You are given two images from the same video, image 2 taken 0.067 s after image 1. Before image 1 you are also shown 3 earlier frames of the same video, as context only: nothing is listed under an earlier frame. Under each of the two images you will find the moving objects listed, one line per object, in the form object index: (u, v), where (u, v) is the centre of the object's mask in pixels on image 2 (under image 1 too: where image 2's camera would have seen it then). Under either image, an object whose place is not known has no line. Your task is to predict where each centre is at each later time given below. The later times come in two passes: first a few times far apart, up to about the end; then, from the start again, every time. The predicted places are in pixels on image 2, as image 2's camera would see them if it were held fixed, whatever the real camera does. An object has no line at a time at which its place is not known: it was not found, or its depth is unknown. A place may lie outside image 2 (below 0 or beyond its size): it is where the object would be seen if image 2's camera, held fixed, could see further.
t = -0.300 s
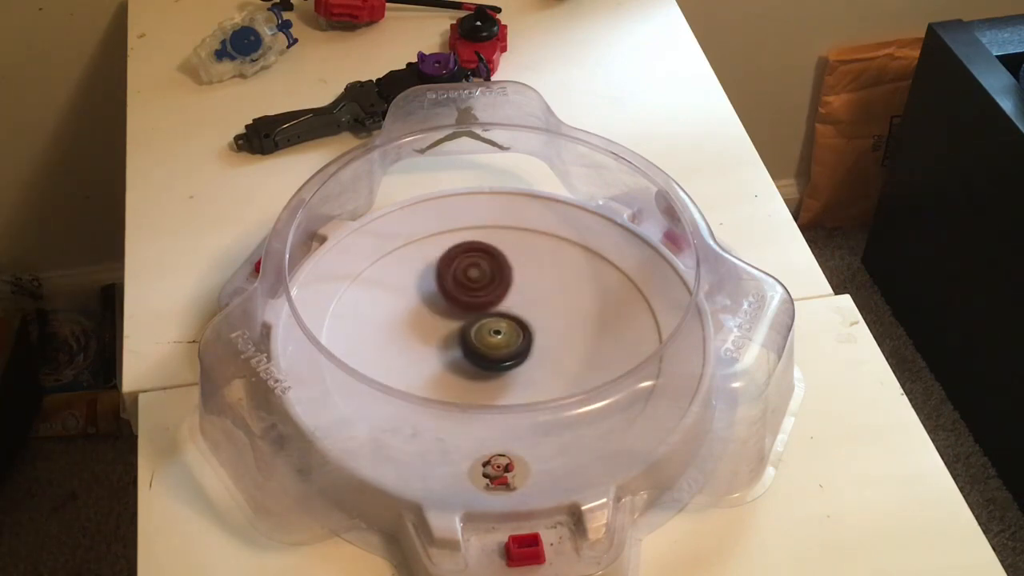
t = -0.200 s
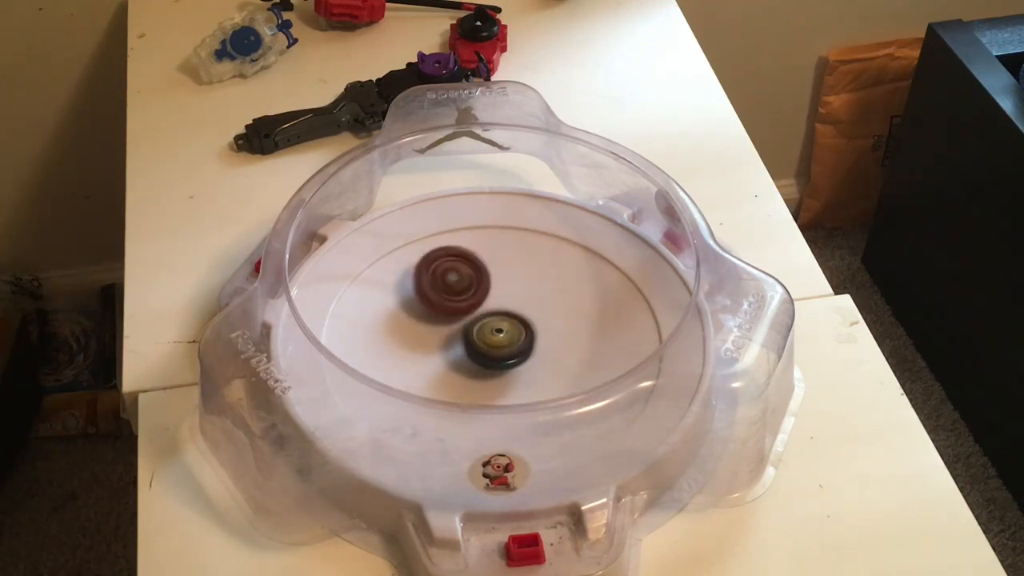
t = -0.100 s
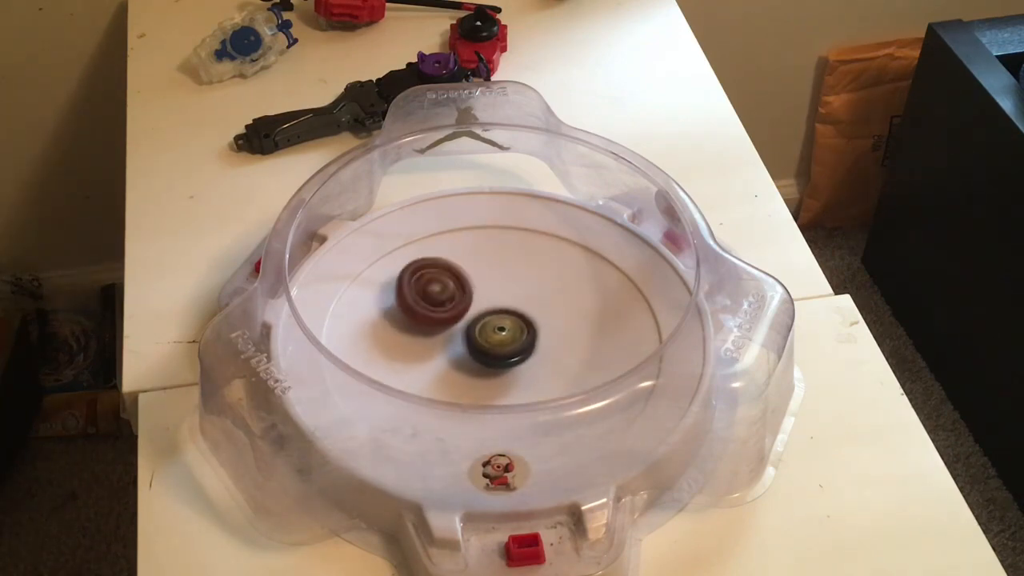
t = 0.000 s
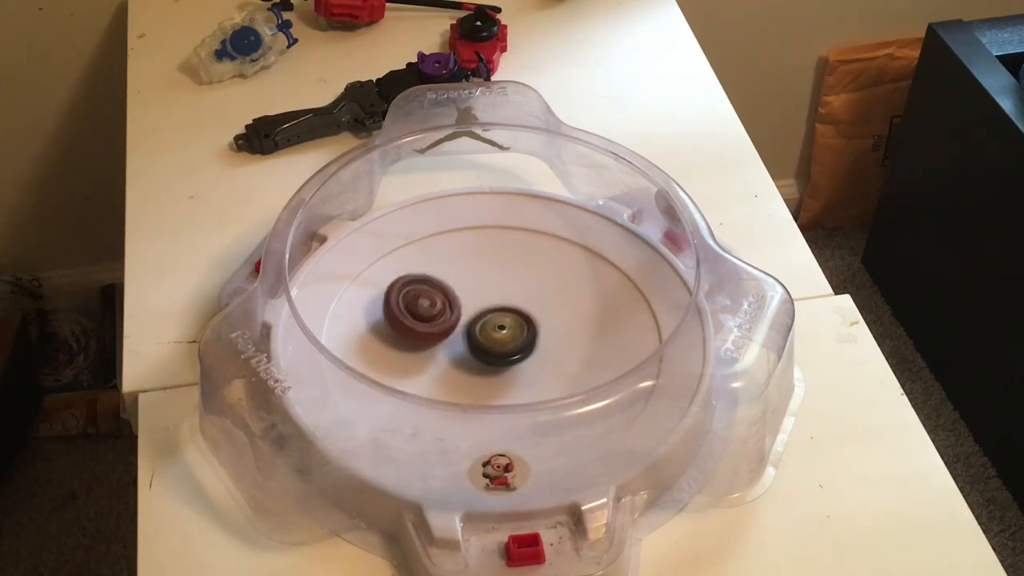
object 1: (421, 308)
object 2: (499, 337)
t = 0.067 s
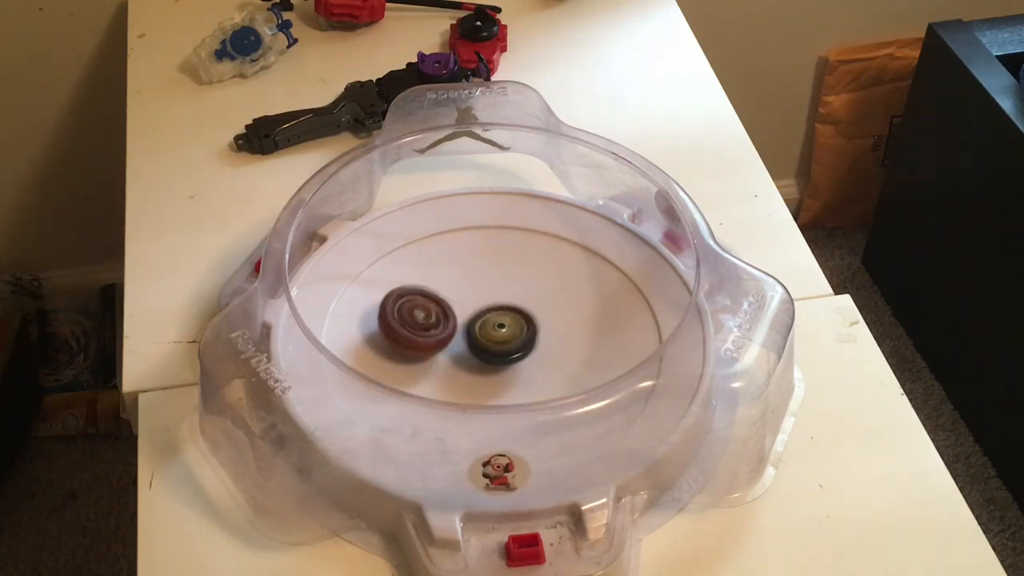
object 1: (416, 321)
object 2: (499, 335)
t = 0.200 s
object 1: (418, 343)
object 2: (498, 333)
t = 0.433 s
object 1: (455, 377)
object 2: (493, 328)
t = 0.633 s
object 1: (506, 385)
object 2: (489, 328)
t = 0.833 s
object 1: (545, 375)
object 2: (483, 332)
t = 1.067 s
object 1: (562, 338)
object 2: (471, 337)
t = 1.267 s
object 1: (548, 301)
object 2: (467, 341)
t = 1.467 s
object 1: (512, 277)
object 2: (476, 344)
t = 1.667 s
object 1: (468, 277)
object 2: (486, 343)
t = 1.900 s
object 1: (423, 301)
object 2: (530, 348)
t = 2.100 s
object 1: (420, 334)
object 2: (539, 344)
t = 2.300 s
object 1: (457, 358)
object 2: (534, 336)
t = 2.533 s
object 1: (501, 363)
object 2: (540, 310)
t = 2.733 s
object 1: (531, 375)
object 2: (507, 276)
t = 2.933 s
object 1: (538, 366)
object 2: (457, 295)
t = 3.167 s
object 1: (510, 345)
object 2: (409, 337)
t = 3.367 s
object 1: (491, 327)
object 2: (405, 373)
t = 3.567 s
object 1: (481, 310)
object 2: (442, 404)
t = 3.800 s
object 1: (474, 315)
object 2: (529, 386)
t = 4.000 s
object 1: (481, 329)
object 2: (567, 346)
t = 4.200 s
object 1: (500, 341)
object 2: (555, 298)
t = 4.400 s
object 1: (516, 343)
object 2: (503, 271)
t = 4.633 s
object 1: (516, 334)
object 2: (432, 284)
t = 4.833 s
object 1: (500, 330)
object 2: (402, 326)
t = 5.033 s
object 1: (482, 333)
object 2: (423, 373)
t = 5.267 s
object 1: (486, 323)
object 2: (487, 403)
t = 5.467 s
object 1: (475, 326)
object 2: (531, 373)
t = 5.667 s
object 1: (462, 327)
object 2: (572, 315)
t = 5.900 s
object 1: (478, 319)
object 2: (532, 279)
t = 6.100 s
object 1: (478, 327)
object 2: (463, 264)
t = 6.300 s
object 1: (480, 325)
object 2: (413, 293)
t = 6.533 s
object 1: (482, 327)
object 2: (413, 342)
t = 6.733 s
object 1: (483, 322)
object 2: (446, 374)
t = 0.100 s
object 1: (416, 327)
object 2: (499, 334)
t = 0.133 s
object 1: (415, 332)
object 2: (499, 334)
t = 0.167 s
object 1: (416, 337)
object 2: (499, 333)
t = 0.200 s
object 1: (418, 343)
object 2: (498, 333)
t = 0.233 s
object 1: (420, 348)
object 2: (496, 333)
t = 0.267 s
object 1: (424, 354)
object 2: (496, 333)
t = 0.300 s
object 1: (428, 359)
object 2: (495, 332)
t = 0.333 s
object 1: (434, 364)
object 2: (494, 331)
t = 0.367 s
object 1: (440, 368)
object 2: (494, 330)
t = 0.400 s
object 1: (447, 373)
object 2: (494, 329)
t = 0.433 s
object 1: (455, 377)
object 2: (493, 328)
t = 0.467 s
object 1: (463, 379)
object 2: (492, 327)
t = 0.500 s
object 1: (471, 382)
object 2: (492, 327)
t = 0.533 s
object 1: (480, 383)
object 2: (492, 327)
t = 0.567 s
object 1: (490, 385)
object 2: (491, 327)
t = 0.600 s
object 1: (498, 385)
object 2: (490, 327)
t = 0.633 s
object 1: (506, 385)
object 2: (489, 328)
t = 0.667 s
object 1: (513, 384)
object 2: (488, 328)
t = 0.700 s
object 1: (521, 383)
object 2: (487, 329)
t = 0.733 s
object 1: (528, 382)
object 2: (486, 329)
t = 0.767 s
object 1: (534, 380)
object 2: (485, 330)
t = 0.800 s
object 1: (540, 378)
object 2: (484, 331)
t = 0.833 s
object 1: (545, 375)
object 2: (483, 332)
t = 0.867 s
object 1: (551, 372)
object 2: (483, 333)
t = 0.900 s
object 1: (554, 369)
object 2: (482, 333)
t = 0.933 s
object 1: (557, 364)
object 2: (482, 334)
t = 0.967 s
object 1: (559, 357)
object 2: (481, 335)
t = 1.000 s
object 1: (560, 351)
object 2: (480, 336)
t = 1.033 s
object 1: (562, 345)
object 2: (475, 337)
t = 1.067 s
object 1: (562, 338)
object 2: (471, 337)
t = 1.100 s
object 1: (562, 332)
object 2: (469, 337)
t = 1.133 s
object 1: (561, 326)
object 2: (468, 337)
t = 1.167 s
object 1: (559, 319)
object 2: (466, 338)
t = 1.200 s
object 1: (556, 314)
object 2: (468, 338)
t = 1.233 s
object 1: (552, 307)
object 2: (468, 339)
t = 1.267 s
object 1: (548, 301)
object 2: (467, 341)
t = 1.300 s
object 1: (543, 296)
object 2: (470, 341)
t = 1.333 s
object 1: (538, 291)
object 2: (471, 341)
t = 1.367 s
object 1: (532, 287)
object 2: (472, 342)
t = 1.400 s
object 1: (526, 283)
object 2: (473, 342)
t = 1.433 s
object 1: (519, 280)
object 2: (474, 343)
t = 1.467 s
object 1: (512, 277)
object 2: (476, 344)
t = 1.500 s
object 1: (505, 275)
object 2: (478, 344)
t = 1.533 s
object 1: (498, 274)
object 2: (479, 344)
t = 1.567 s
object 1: (490, 274)
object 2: (481, 345)
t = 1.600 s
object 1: (482, 275)
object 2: (483, 344)
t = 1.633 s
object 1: (475, 276)
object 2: (485, 344)
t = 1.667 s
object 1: (468, 277)
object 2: (486, 343)
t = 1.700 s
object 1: (462, 279)
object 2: (487, 343)
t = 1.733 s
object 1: (455, 283)
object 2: (489, 342)
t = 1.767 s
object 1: (449, 287)
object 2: (491, 342)
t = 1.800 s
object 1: (438, 291)
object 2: (501, 343)
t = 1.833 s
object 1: (430, 294)
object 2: (513, 347)
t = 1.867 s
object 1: (427, 299)
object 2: (523, 348)
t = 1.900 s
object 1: (423, 301)
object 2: (530, 348)
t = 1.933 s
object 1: (419, 306)
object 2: (534, 349)
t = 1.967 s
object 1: (417, 312)
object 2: (536, 348)
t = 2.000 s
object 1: (416, 318)
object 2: (537, 347)
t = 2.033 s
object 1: (416, 323)
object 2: (538, 346)
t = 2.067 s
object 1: (418, 329)
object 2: (539, 345)
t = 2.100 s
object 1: (420, 334)
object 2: (539, 344)
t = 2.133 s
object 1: (424, 340)
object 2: (538, 343)
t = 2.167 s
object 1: (428, 345)
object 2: (537, 342)
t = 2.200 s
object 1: (435, 349)
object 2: (538, 340)
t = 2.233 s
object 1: (442, 353)
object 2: (537, 338)
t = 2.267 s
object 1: (449, 356)
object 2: (536, 337)
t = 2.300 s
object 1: (457, 358)
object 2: (534, 336)
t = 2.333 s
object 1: (460, 363)
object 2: (537, 332)
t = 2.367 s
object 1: (465, 364)
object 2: (543, 324)
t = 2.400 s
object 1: (474, 366)
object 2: (547, 317)
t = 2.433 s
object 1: (481, 366)
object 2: (547, 314)
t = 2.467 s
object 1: (487, 366)
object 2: (546, 313)
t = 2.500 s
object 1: (493, 365)
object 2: (543, 311)
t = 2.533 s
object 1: (501, 363)
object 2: (540, 310)
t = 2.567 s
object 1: (507, 366)
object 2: (536, 304)
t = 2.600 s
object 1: (512, 372)
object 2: (533, 293)
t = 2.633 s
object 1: (518, 373)
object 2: (528, 283)
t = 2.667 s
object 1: (523, 374)
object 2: (521, 279)
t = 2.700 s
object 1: (527, 375)
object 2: (515, 276)
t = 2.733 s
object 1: (531, 375)
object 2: (507, 276)
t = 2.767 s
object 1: (533, 375)
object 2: (501, 277)
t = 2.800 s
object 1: (535, 373)
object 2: (493, 278)
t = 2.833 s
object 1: (538, 372)
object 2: (484, 282)
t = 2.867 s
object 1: (538, 370)
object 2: (475, 286)
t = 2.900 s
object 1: (538, 369)
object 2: (466, 291)
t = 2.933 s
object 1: (538, 366)
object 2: (457, 295)
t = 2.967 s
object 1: (535, 361)
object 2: (448, 301)
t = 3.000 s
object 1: (532, 359)
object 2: (439, 307)
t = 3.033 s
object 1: (530, 356)
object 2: (432, 312)
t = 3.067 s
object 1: (526, 352)
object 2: (423, 319)
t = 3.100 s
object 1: (521, 348)
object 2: (418, 325)
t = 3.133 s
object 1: (515, 347)
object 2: (413, 332)
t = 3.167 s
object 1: (510, 345)
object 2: (409, 337)
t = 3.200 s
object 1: (506, 343)
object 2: (408, 343)
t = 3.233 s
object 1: (501, 342)
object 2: (407, 350)
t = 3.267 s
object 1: (495, 341)
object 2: (408, 356)
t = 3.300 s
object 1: (488, 341)
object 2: (411, 361)
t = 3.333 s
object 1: (490, 333)
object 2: (408, 369)
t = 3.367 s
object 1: (491, 327)
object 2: (405, 373)
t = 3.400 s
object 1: (488, 323)
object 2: (404, 386)
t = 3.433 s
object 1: (487, 320)
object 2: (408, 393)
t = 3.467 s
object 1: (485, 317)
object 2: (413, 395)
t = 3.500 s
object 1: (483, 314)
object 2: (422, 400)
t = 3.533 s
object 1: (482, 312)
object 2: (431, 401)
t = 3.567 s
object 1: (481, 310)
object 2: (442, 404)
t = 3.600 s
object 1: (479, 310)
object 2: (454, 405)
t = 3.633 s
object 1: (478, 311)
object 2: (466, 404)
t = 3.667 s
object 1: (477, 310)
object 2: (481, 403)
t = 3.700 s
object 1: (474, 310)
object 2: (493, 401)
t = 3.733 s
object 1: (474, 312)
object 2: (505, 399)
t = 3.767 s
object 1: (475, 313)
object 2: (517, 392)
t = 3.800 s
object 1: (474, 315)
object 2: (529, 386)
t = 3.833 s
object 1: (474, 317)
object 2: (538, 382)
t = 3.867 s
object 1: (475, 319)
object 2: (546, 376)
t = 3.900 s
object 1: (475, 322)
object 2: (554, 371)
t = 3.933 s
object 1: (477, 325)
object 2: (560, 363)
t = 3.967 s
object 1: (479, 327)
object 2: (564, 354)
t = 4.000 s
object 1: (481, 329)
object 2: (567, 346)
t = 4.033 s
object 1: (484, 332)
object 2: (569, 338)
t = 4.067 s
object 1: (487, 334)
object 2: (568, 330)
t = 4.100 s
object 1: (490, 336)
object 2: (567, 322)
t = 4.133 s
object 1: (493, 339)
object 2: (564, 314)
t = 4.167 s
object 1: (496, 341)
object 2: (561, 305)
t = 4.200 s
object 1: (500, 341)
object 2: (555, 298)
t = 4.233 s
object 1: (503, 340)
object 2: (548, 291)
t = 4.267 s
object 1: (507, 343)
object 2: (540, 285)
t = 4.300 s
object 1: (509, 344)
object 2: (532, 280)
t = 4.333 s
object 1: (513, 343)
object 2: (523, 277)
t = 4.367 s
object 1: (515, 344)
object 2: (513, 273)
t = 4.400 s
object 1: (516, 343)
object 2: (503, 271)
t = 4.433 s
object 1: (517, 341)
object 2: (492, 270)
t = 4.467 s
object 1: (519, 340)
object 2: (482, 270)
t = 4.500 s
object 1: (520, 338)
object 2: (471, 271)
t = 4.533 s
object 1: (519, 337)
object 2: (461, 273)
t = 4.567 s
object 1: (518, 338)
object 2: (450, 276)
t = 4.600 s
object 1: (517, 337)
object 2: (442, 280)
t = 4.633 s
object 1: (516, 334)
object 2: (432, 284)
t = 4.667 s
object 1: (514, 334)
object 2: (425, 290)
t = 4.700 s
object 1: (512, 333)
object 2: (418, 296)
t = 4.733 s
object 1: (509, 332)
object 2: (412, 303)
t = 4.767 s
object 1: (506, 332)
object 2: (407, 310)
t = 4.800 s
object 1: (503, 331)
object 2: (404, 318)
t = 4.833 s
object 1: (500, 330)
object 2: (402, 326)
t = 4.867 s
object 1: (496, 331)
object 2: (402, 334)
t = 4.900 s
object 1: (493, 331)
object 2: (403, 342)
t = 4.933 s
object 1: (490, 331)
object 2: (406, 350)
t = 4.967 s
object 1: (485, 333)
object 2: (410, 357)
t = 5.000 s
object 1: (483, 335)
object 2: (416, 364)
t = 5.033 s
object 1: (482, 333)
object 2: (423, 373)
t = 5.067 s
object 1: (481, 327)
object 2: (428, 381)
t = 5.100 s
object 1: (476, 327)
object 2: (434, 387)
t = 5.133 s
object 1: (472, 327)
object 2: (446, 398)
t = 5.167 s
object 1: (474, 326)
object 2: (456, 401)
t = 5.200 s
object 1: (478, 326)
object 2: (466, 402)
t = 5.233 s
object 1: (482, 325)
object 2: (478, 403)
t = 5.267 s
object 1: (486, 323)
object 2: (487, 403)
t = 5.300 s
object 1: (485, 319)
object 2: (497, 398)
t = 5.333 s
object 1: (483, 318)
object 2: (507, 394)
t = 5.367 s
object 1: (480, 319)
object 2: (516, 387)
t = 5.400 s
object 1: (476, 321)
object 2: (522, 383)
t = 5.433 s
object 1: (475, 323)
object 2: (528, 378)
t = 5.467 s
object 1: (475, 326)
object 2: (531, 373)
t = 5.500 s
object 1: (479, 328)
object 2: (535, 365)
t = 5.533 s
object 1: (474, 327)
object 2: (547, 354)
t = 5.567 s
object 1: (469, 327)
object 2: (554, 347)
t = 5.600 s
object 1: (467, 325)
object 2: (564, 335)
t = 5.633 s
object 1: (464, 326)
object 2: (570, 325)
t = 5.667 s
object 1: (462, 327)
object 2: (572, 315)
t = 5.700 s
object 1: (462, 327)
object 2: (572, 307)
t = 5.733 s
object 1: (463, 328)
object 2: (569, 300)
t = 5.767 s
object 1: (466, 327)
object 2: (564, 293)
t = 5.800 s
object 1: (471, 325)
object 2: (557, 289)
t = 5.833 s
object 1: (475, 324)
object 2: (550, 284)
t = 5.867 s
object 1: (478, 321)
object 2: (540, 281)
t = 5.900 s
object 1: (478, 319)
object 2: (532, 279)
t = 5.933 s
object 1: (478, 319)
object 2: (521, 276)
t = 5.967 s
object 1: (477, 324)
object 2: (512, 270)
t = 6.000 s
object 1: (476, 328)
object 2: (500, 266)
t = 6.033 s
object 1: (475, 328)
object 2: (487, 263)
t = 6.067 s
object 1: (476, 327)
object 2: (476, 262)
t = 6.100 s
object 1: (478, 327)
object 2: (463, 264)
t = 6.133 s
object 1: (480, 326)
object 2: (451, 266)
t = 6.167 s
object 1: (481, 325)
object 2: (440, 271)
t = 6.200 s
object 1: (481, 324)
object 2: (432, 275)
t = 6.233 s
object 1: (481, 324)
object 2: (423, 279)
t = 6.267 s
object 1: (481, 324)
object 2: (417, 286)
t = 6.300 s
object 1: (480, 325)
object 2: (413, 293)
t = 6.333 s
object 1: (480, 326)
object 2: (409, 299)
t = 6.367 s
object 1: (479, 327)
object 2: (406, 305)
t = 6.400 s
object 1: (479, 327)
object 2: (405, 312)
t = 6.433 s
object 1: (480, 326)
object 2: (406, 321)
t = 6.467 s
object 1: (480, 327)
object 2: (406, 329)
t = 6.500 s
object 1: (480, 328)
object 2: (410, 334)
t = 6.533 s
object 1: (482, 327)
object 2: (413, 342)
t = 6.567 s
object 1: (482, 327)
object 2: (415, 347)
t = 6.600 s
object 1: (481, 327)
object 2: (420, 353)
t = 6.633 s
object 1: (481, 327)
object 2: (424, 359)
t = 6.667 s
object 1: (482, 326)
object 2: (432, 364)
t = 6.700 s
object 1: (483, 323)
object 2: (436, 367)
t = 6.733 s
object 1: (483, 322)
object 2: (446, 374)
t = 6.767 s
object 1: (483, 325)
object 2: (453, 374)
